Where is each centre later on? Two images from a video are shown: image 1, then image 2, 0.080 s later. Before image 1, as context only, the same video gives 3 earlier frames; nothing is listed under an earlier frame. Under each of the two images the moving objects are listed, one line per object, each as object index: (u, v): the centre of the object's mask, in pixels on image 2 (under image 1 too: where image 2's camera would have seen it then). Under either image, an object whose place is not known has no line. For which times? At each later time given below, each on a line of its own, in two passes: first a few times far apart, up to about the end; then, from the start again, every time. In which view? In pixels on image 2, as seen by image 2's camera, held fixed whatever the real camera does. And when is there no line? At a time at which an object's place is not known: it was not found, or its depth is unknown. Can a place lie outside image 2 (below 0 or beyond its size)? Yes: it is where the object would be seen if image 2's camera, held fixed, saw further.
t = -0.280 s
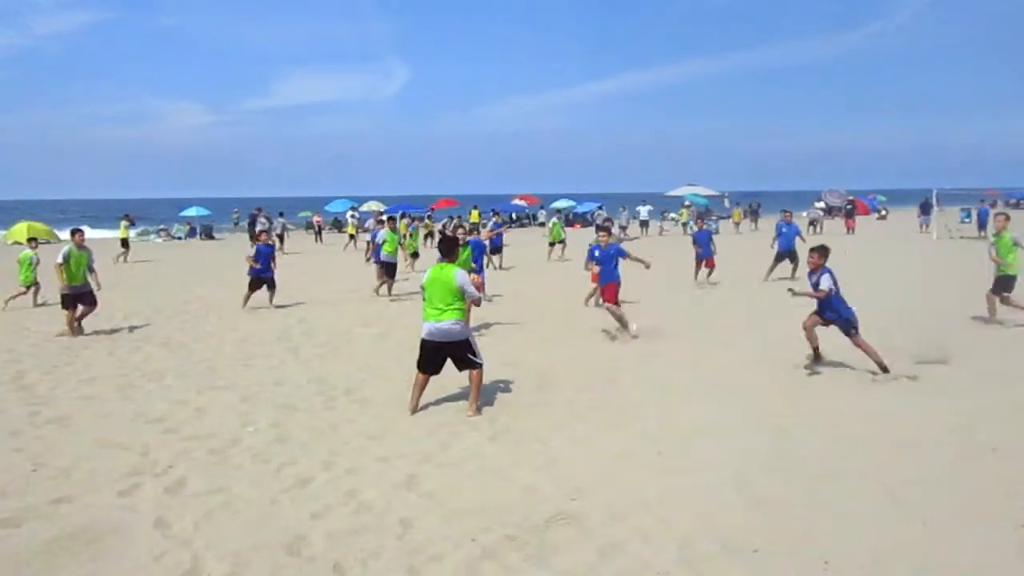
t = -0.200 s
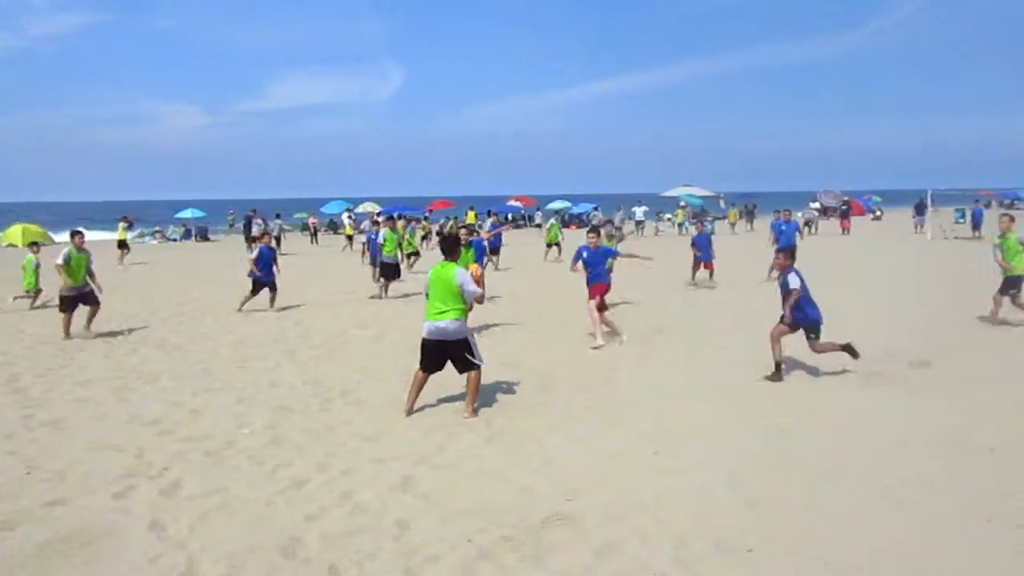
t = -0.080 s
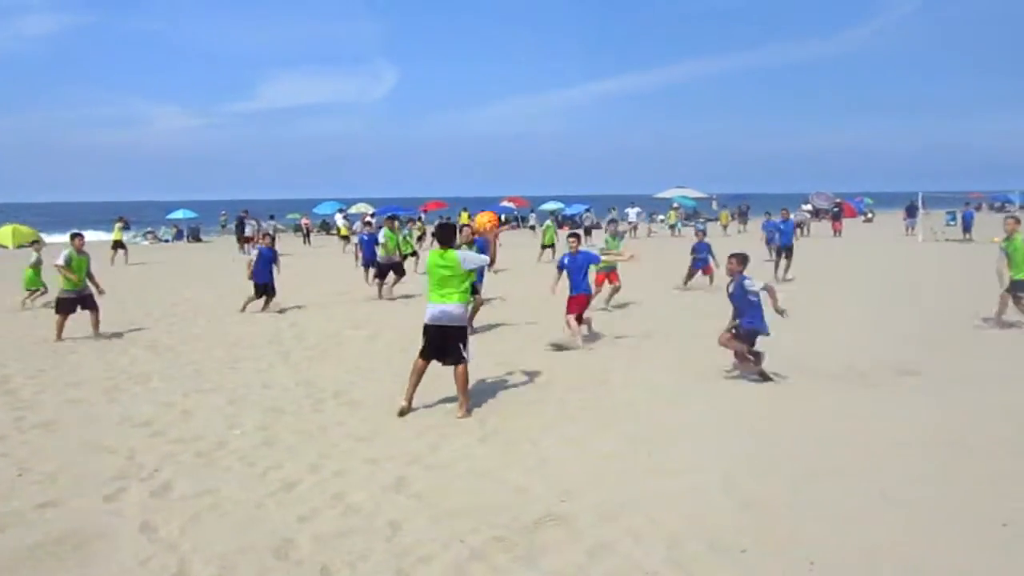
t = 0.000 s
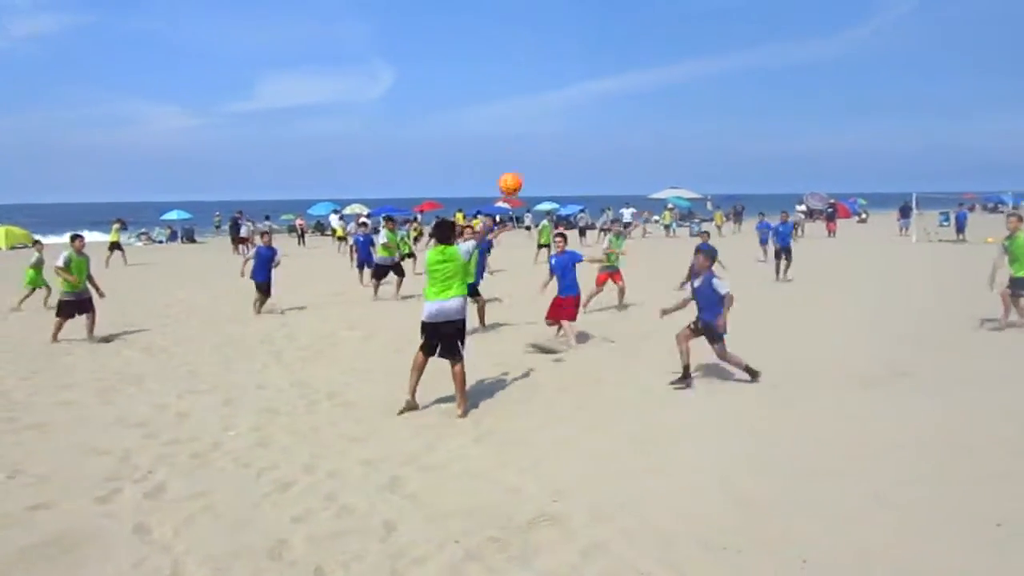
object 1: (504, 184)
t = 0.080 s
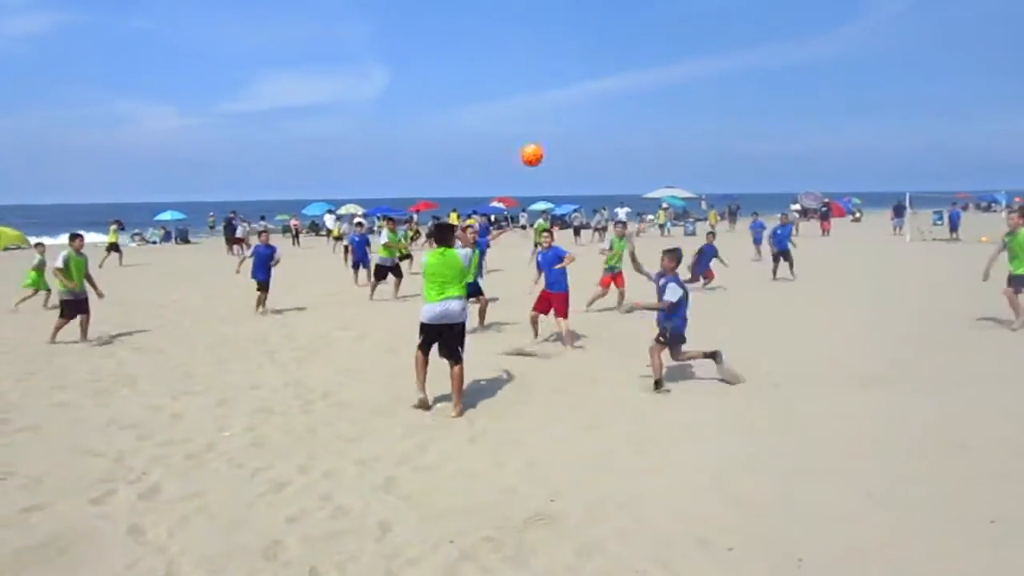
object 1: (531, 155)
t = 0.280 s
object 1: (587, 122)
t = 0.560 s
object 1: (645, 142)
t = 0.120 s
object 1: (544, 144)
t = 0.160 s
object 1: (556, 136)
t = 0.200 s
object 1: (567, 130)
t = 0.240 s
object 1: (577, 125)
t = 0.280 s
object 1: (587, 122)
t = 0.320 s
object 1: (597, 121)
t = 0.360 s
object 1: (606, 121)
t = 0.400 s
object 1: (615, 122)
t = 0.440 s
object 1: (622, 125)
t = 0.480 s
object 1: (630, 130)
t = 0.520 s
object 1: (637, 135)
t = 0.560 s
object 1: (645, 142)
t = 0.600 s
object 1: (651, 149)
